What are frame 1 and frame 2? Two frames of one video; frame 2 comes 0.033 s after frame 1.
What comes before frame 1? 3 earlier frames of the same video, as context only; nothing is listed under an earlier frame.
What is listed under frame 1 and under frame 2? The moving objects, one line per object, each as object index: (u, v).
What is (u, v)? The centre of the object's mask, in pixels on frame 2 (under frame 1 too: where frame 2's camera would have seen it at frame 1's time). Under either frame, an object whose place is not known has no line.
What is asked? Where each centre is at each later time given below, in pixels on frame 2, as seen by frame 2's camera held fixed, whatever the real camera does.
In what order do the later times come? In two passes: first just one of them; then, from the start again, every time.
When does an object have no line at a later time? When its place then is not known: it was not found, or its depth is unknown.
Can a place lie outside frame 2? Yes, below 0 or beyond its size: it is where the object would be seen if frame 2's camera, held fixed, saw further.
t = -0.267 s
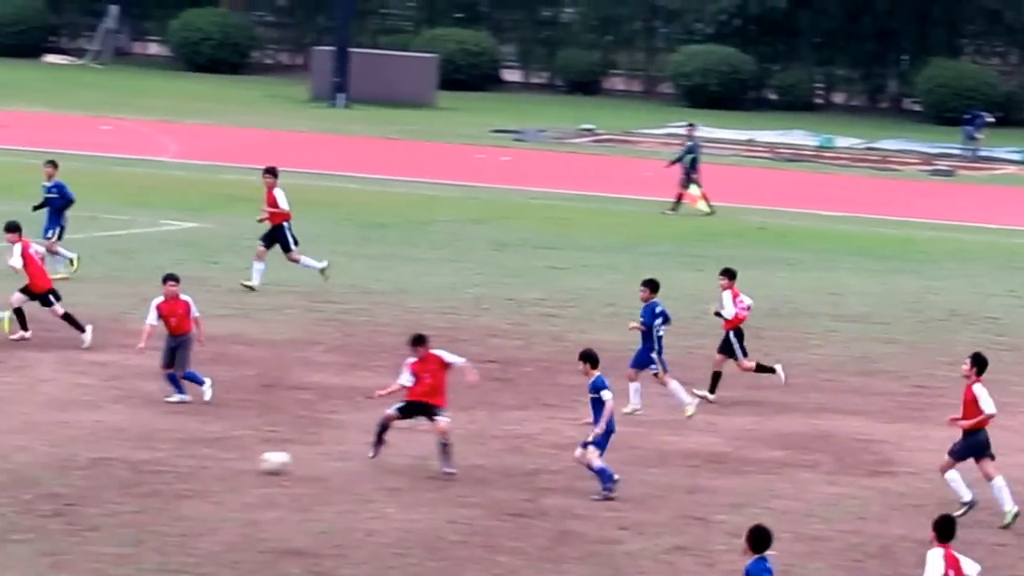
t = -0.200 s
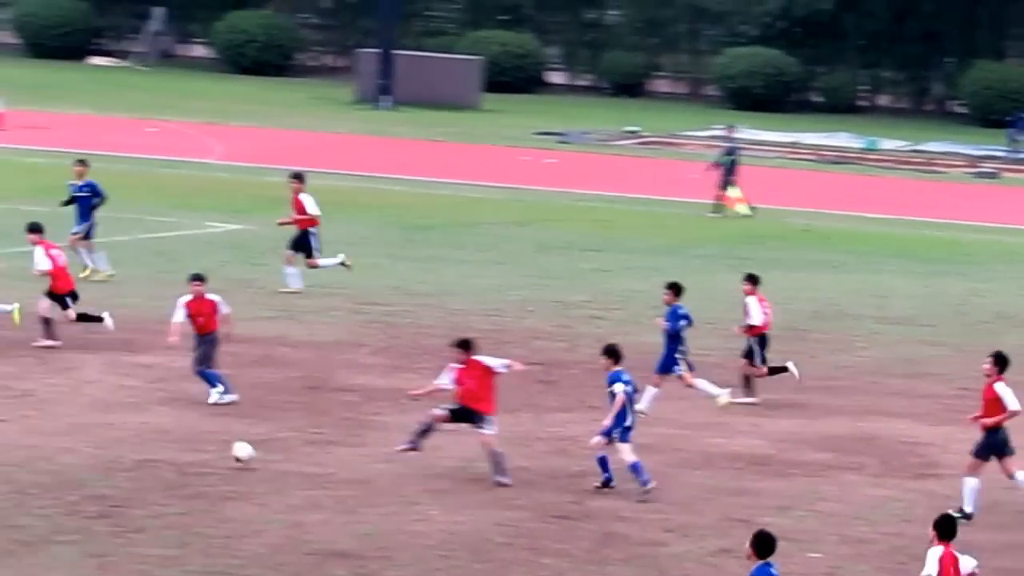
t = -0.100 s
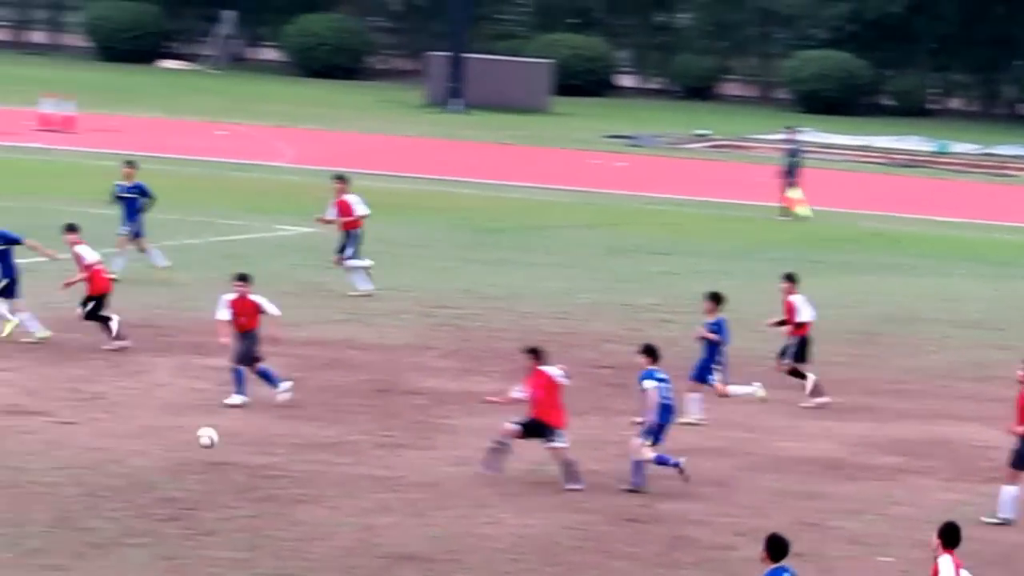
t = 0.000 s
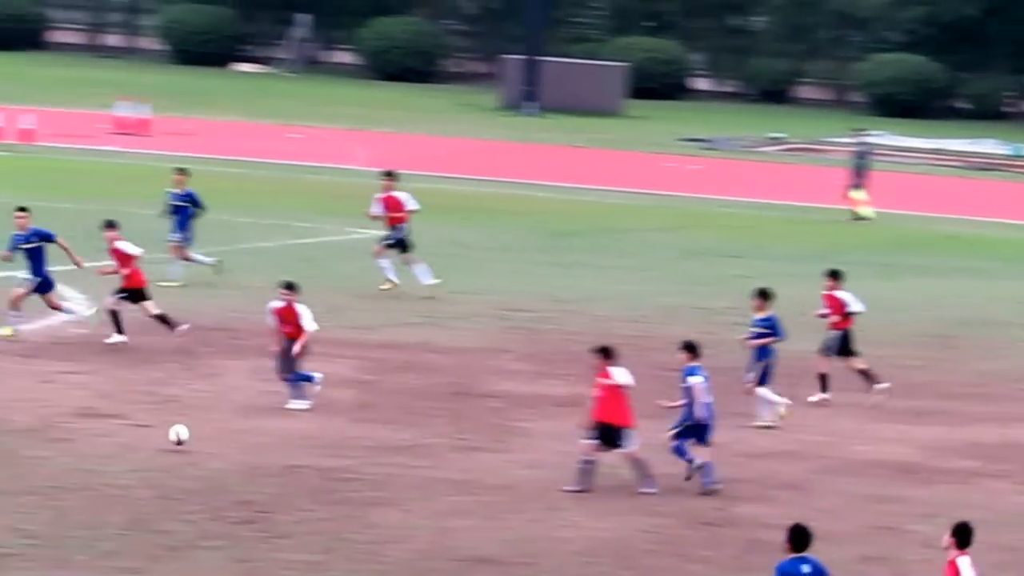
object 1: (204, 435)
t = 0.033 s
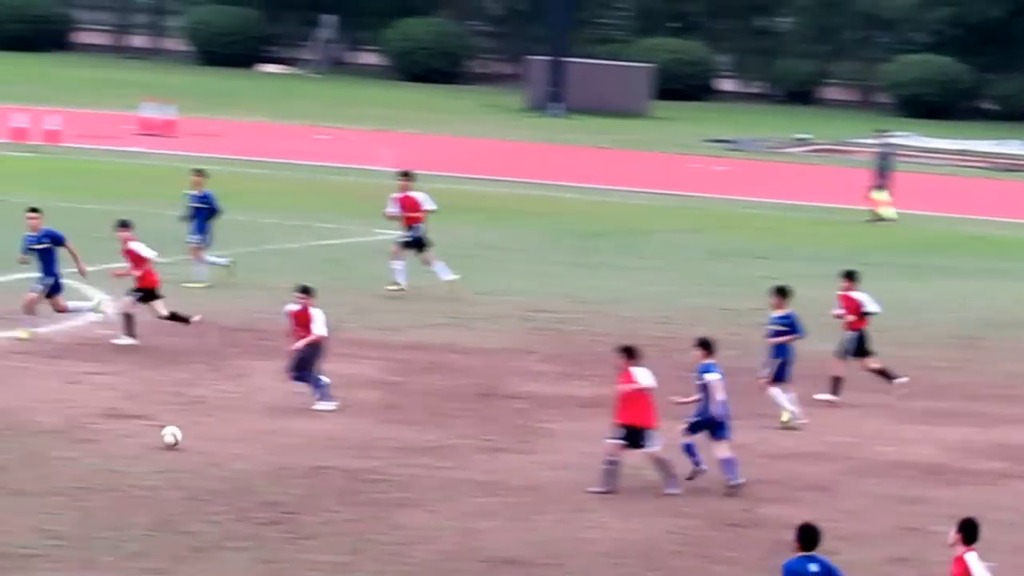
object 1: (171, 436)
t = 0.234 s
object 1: (10, 411)
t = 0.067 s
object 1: (139, 436)
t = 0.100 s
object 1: (112, 428)
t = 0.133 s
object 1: (87, 422)
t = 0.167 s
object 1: (61, 417)
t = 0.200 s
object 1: (35, 413)
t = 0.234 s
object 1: (10, 411)
